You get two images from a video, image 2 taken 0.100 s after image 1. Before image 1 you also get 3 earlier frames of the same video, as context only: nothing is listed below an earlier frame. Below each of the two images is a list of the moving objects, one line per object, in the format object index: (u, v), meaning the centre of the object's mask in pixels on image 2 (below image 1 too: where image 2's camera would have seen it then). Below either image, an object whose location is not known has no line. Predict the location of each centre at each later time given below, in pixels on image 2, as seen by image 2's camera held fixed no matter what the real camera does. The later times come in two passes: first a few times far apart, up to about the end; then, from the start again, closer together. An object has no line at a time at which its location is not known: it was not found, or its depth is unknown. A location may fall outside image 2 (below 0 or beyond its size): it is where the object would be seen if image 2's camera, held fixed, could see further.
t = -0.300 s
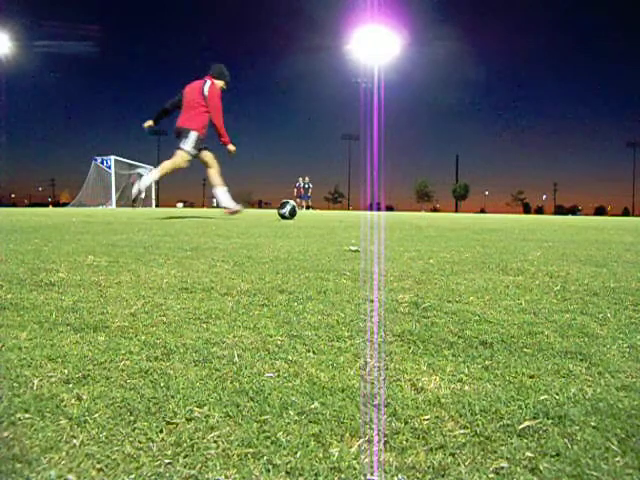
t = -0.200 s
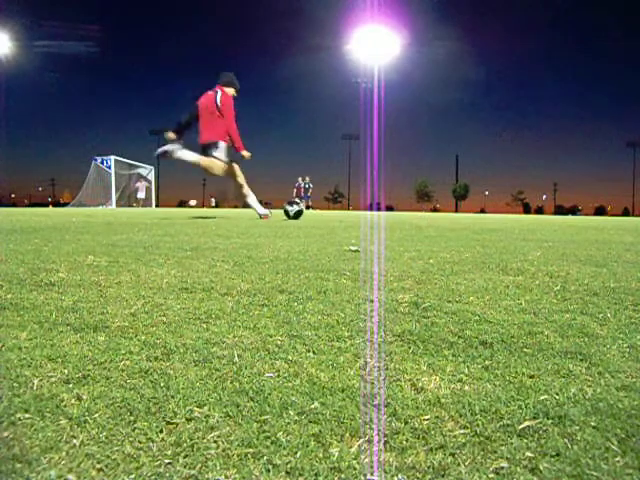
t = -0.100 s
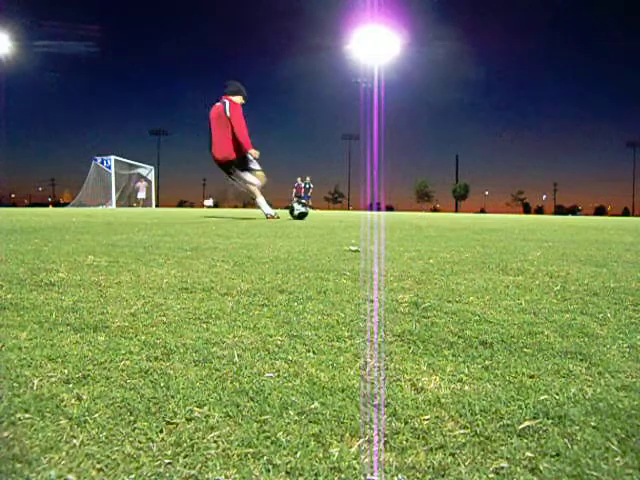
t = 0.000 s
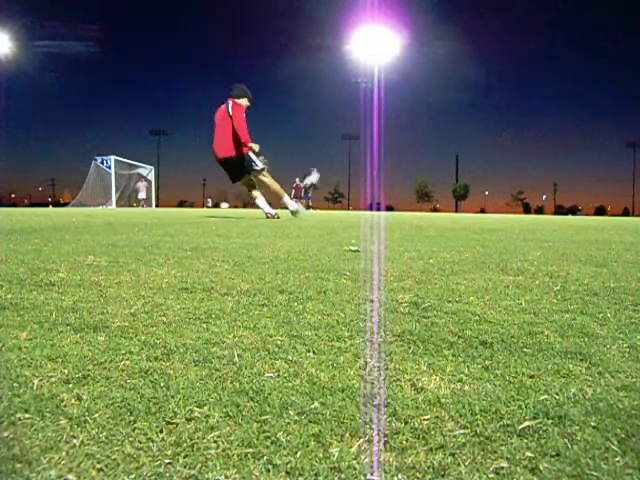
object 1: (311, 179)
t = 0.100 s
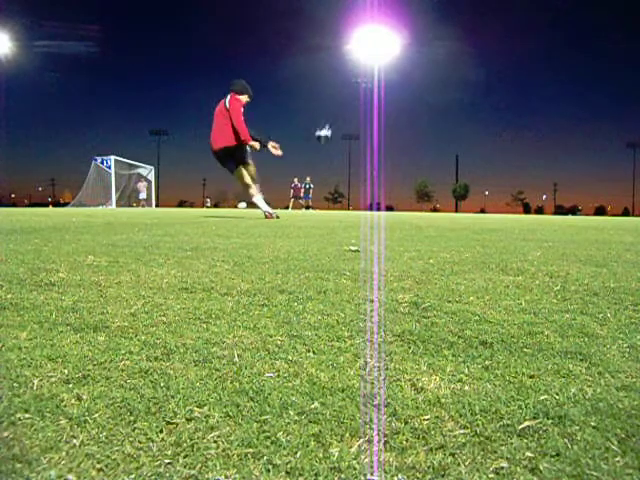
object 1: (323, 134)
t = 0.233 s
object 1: (333, 97)
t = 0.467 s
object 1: (341, 70)
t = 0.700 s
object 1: (344, 64)
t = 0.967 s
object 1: (344, 72)
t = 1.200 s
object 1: (343, 88)
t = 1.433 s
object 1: (342, 110)
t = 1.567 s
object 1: (341, 124)
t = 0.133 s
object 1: (327, 122)
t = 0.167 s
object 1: (329, 112)
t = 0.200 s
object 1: (331, 104)
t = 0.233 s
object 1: (333, 97)
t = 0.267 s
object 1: (335, 91)
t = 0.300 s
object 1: (336, 85)
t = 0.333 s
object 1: (338, 82)
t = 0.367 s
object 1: (339, 78)
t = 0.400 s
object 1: (339, 74)
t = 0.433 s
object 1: (340, 72)
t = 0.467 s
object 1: (341, 70)
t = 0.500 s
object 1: (341, 68)
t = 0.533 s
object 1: (342, 67)
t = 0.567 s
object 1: (343, 65)
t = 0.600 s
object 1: (343, 65)
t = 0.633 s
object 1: (343, 64)
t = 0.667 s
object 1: (343, 64)
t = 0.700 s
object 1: (344, 64)
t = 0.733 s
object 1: (344, 65)
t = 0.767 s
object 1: (344, 65)
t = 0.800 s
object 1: (344, 66)
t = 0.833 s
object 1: (344, 67)
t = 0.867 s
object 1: (344, 68)
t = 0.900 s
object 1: (344, 69)
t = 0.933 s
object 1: (344, 71)
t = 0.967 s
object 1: (344, 72)
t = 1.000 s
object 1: (344, 75)
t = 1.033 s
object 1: (344, 76)
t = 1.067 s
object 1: (344, 79)
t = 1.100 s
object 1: (343, 81)
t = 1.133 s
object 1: (343, 83)
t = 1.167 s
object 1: (343, 86)
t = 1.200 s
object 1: (343, 88)
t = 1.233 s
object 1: (343, 91)
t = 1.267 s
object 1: (343, 95)
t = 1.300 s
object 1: (342, 97)
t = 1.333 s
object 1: (343, 100)
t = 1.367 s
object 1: (342, 103)
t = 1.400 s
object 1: (342, 107)
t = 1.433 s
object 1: (342, 110)
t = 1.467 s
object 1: (341, 113)
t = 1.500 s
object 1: (341, 117)
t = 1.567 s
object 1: (341, 124)
